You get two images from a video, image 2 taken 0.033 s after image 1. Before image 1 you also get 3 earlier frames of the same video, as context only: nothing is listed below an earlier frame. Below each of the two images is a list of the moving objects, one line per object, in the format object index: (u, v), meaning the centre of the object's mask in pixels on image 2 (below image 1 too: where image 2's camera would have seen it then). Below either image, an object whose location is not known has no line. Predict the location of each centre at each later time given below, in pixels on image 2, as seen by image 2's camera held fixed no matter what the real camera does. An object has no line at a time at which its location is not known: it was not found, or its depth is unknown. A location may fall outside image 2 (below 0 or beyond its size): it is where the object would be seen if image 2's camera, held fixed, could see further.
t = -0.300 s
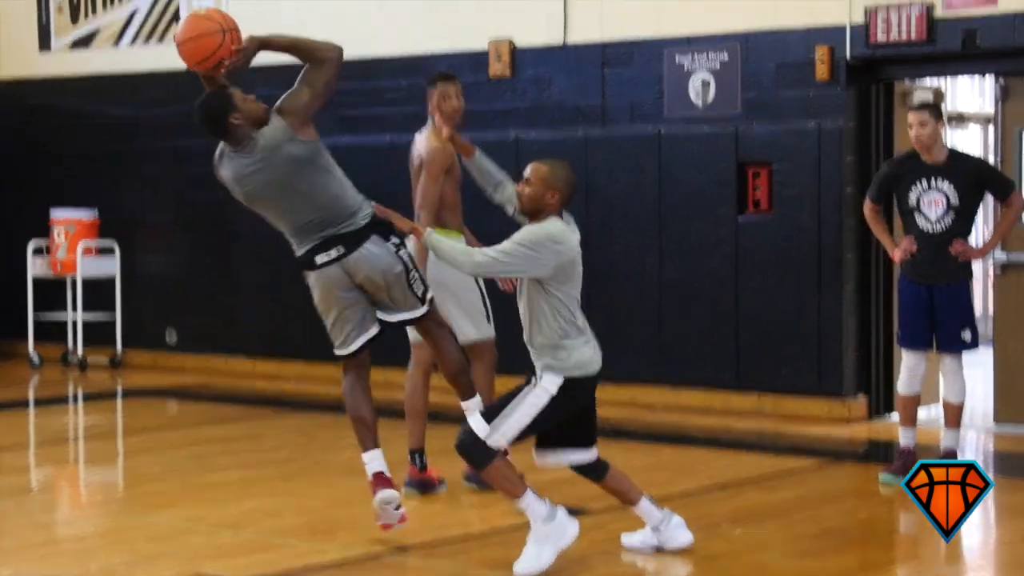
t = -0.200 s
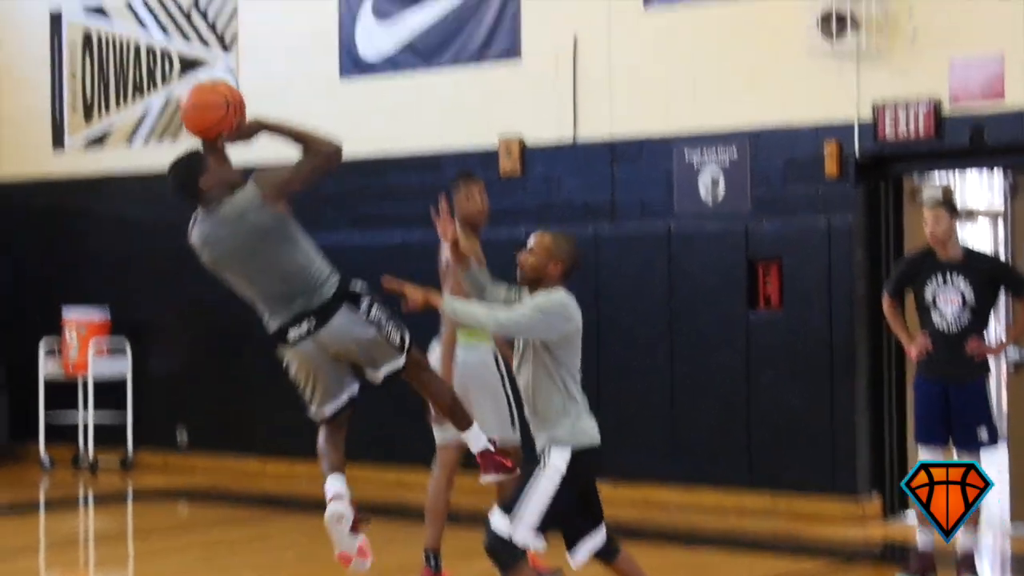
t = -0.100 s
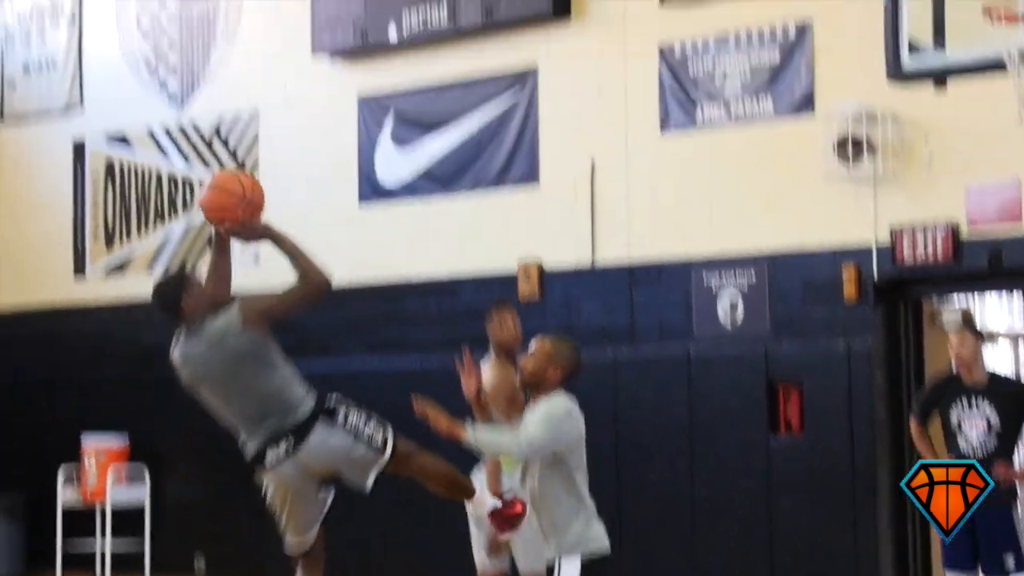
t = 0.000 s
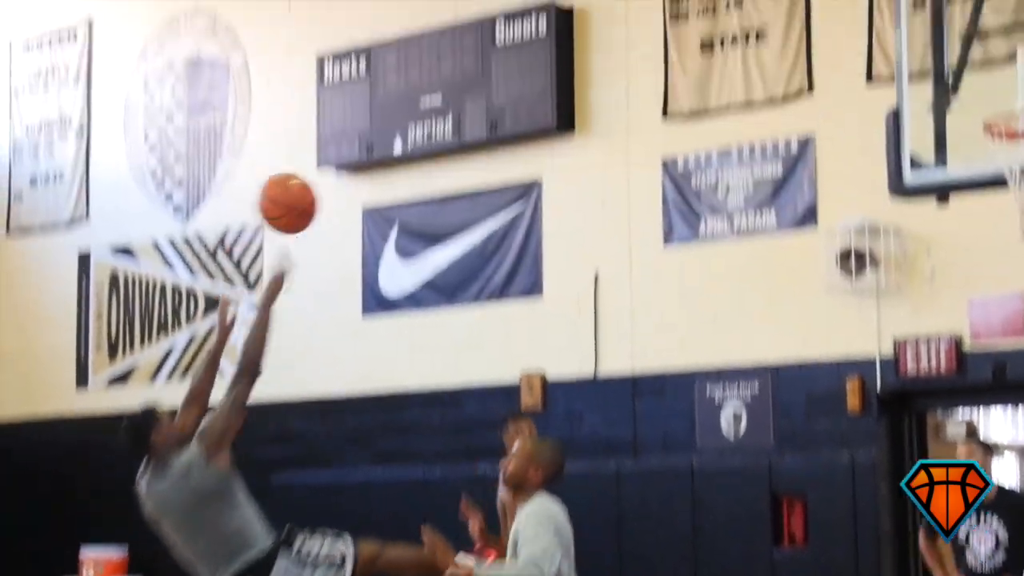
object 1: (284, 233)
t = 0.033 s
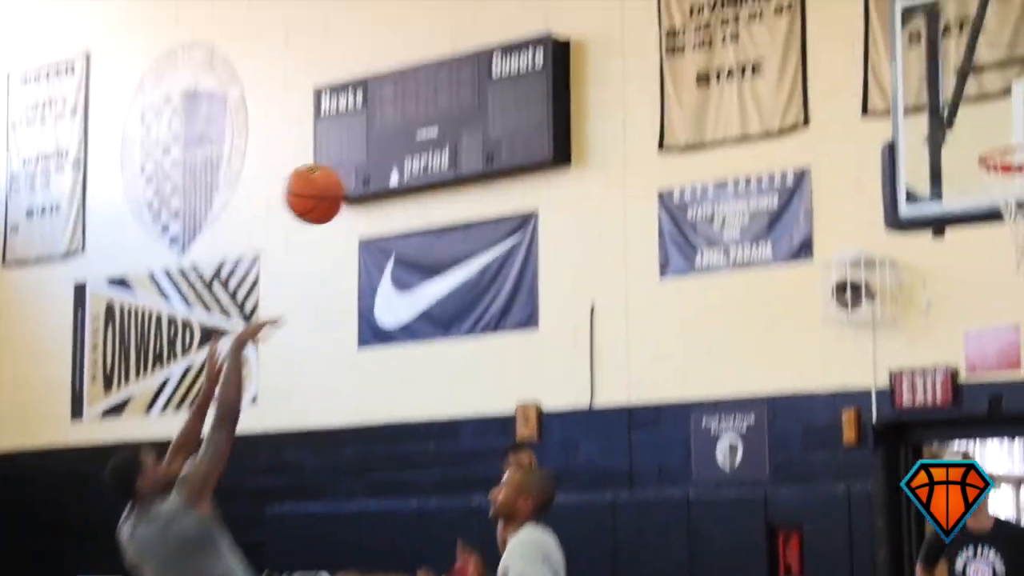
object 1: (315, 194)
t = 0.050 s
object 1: (330, 176)
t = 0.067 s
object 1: (343, 158)
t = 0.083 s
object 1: (358, 140)
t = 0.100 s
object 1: (372, 123)
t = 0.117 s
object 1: (386, 107)
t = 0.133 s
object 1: (400, 92)
